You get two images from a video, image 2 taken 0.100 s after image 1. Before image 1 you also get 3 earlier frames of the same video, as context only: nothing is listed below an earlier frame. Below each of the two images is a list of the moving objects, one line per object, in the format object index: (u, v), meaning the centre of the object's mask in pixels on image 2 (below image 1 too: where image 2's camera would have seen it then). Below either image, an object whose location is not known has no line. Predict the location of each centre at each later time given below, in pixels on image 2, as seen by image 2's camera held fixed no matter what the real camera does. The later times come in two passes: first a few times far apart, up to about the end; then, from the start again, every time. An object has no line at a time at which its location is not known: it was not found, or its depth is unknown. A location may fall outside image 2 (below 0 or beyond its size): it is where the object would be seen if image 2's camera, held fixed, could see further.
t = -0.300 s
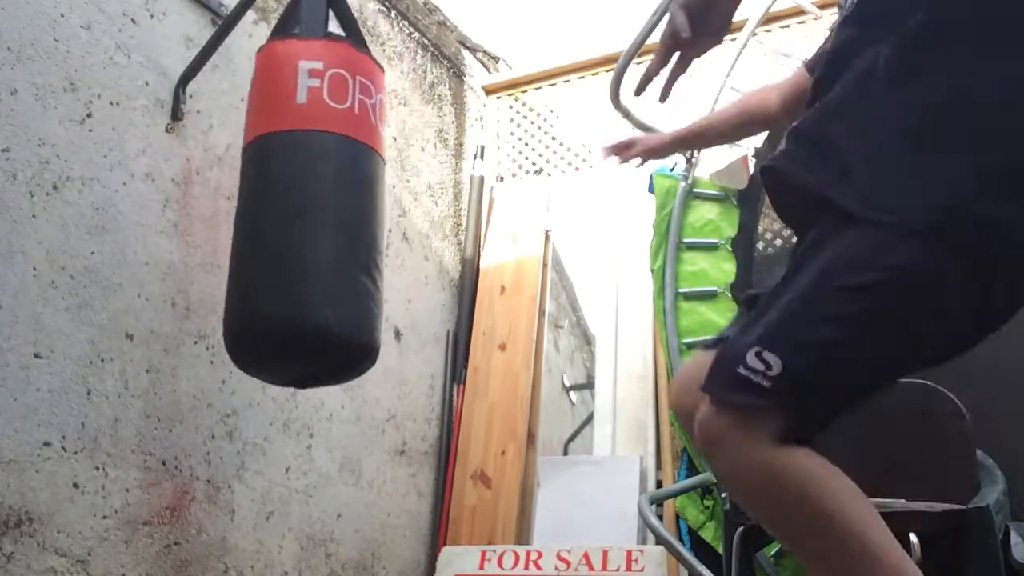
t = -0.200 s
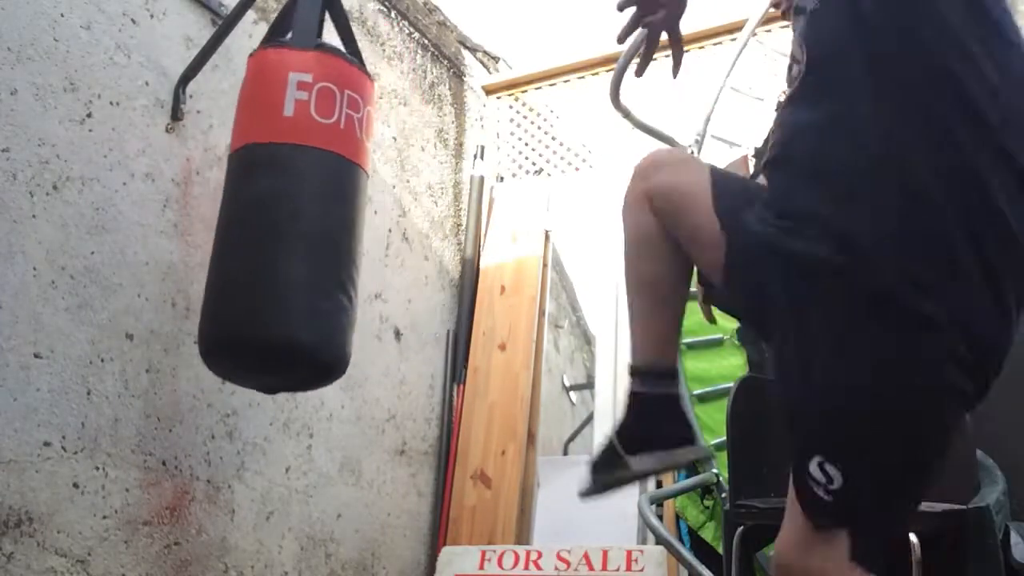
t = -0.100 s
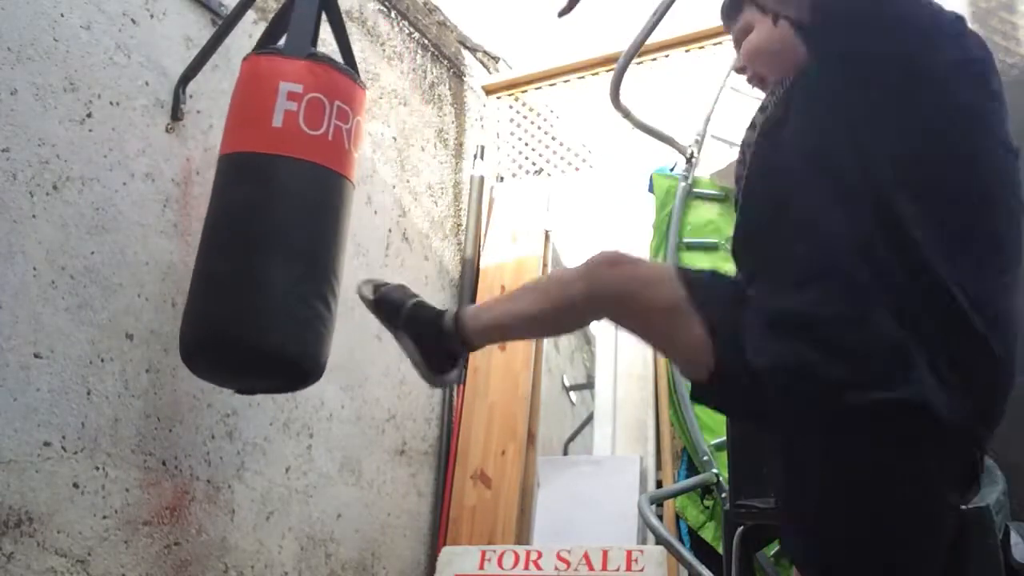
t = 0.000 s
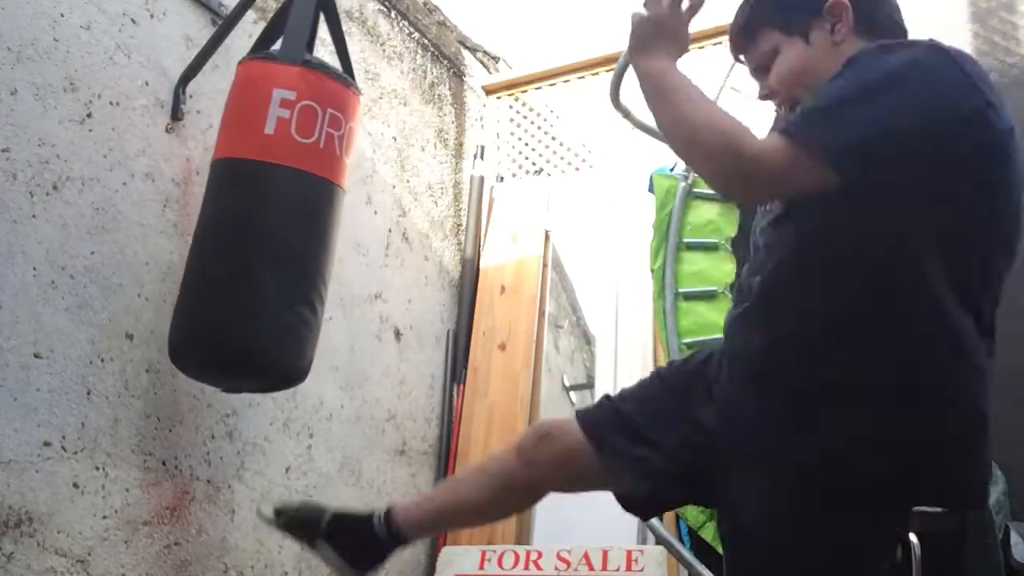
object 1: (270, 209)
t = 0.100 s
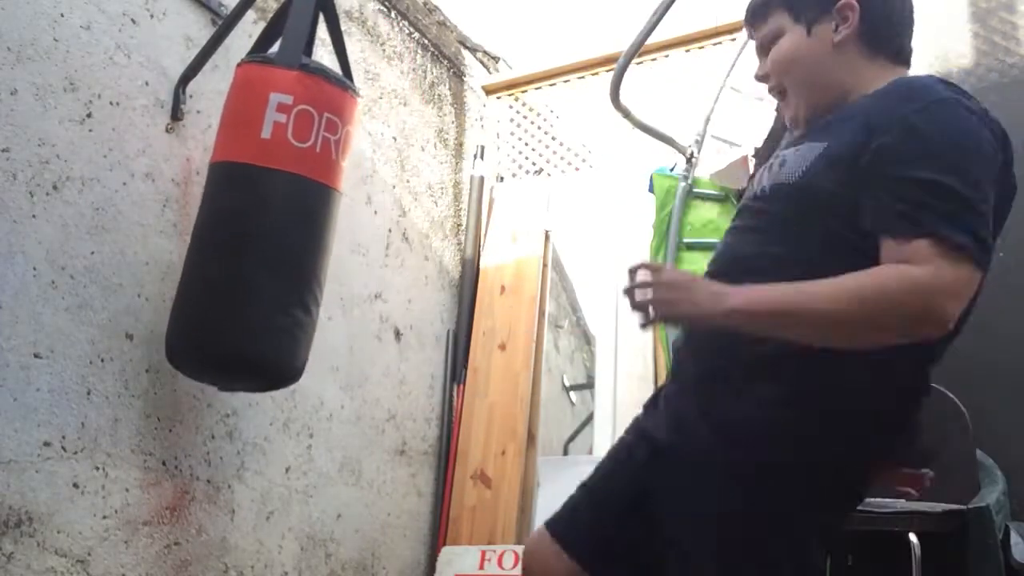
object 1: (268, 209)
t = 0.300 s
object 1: (278, 210)
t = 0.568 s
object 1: (317, 210)
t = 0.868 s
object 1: (362, 194)
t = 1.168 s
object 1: (353, 192)
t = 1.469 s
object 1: (301, 208)
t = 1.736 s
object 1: (272, 209)
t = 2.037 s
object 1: (282, 210)
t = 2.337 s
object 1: (326, 208)
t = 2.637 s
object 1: (362, 192)
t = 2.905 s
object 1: (347, 194)
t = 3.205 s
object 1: (299, 208)
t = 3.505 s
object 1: (274, 209)
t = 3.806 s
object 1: (290, 211)
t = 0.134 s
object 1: (268, 209)
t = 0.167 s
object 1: (269, 208)
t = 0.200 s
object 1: (270, 209)
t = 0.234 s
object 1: (273, 209)
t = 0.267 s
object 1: (275, 209)
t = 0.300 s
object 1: (278, 210)
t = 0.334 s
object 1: (282, 210)
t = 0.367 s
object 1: (286, 211)
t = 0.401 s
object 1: (290, 211)
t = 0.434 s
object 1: (295, 211)
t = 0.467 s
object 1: (300, 214)
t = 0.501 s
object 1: (306, 211)
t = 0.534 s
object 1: (311, 211)
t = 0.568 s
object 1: (317, 210)
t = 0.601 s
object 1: (323, 209)
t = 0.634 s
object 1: (329, 208)
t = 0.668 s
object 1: (335, 206)
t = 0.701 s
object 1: (341, 204)
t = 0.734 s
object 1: (346, 203)
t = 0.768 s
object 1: (351, 200)
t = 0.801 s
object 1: (355, 198)
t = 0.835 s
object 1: (359, 196)
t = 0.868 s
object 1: (362, 194)
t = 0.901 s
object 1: (364, 192)
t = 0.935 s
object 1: (366, 191)
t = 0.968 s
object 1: (367, 189)
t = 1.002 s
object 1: (366, 189)
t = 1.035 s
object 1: (365, 188)
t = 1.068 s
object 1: (364, 189)
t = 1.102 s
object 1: (361, 189)
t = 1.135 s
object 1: (357, 191)
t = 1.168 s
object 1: (353, 192)
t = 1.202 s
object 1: (348, 193)
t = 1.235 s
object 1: (343, 195)
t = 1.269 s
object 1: (337, 197)
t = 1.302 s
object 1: (331, 199)
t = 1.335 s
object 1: (325, 201)
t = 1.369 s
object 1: (318, 203)
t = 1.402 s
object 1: (312, 205)
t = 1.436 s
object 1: (306, 206)
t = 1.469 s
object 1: (301, 208)
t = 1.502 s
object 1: (295, 208)
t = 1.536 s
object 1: (291, 209)
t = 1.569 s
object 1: (286, 210)
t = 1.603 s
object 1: (282, 210)
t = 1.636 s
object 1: (279, 210)
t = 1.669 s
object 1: (276, 210)
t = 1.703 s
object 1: (274, 210)
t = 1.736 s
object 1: (272, 209)
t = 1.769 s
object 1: (272, 209)
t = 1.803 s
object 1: (271, 209)
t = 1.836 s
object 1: (271, 209)
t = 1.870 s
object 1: (272, 209)
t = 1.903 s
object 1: (273, 209)
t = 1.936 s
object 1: (275, 209)
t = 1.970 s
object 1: (277, 209)
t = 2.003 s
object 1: (279, 210)
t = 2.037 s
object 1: (282, 210)
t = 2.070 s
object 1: (286, 211)
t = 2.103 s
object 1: (290, 211)
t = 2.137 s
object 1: (294, 214)
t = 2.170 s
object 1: (299, 214)
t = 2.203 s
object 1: (304, 211)
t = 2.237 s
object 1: (309, 211)
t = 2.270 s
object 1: (314, 210)
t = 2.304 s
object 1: (320, 209)
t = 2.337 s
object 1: (326, 208)
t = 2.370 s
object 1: (331, 206)
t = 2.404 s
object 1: (336, 205)
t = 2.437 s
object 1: (341, 203)
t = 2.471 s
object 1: (346, 201)
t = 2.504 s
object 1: (350, 199)
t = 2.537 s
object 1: (354, 197)
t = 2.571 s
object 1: (357, 195)
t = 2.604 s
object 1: (360, 193)
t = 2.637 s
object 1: (362, 192)
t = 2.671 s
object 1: (363, 191)
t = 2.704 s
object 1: (363, 190)
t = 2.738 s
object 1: (362, 190)
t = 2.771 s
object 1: (361, 190)
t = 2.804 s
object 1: (358, 190)
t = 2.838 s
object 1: (355, 191)
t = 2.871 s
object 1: (352, 192)
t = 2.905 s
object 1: (347, 194)
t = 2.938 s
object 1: (343, 196)
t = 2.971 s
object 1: (337, 197)
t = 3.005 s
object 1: (332, 199)
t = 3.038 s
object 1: (326, 201)
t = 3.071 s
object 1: (320, 203)
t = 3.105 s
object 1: (315, 204)
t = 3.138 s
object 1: (309, 206)
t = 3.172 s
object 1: (304, 207)
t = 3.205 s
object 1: (299, 208)
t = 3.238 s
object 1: (294, 209)
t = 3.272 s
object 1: (290, 210)
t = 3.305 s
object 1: (286, 210)
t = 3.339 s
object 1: (282, 210)
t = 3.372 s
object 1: (280, 210)
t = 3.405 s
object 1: (277, 210)
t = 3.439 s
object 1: (276, 210)
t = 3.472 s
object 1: (275, 209)
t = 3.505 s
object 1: (274, 209)
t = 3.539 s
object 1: (274, 209)
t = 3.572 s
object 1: (274, 209)
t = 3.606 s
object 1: (275, 209)
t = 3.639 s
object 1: (277, 210)
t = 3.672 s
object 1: (278, 210)
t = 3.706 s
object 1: (281, 210)
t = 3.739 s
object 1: (283, 210)
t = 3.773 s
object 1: (287, 211)
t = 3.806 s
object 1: (290, 211)
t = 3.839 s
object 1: (294, 211)
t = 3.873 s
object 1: (298, 211)
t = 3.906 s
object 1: (302, 214)
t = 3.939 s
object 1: (307, 213)
